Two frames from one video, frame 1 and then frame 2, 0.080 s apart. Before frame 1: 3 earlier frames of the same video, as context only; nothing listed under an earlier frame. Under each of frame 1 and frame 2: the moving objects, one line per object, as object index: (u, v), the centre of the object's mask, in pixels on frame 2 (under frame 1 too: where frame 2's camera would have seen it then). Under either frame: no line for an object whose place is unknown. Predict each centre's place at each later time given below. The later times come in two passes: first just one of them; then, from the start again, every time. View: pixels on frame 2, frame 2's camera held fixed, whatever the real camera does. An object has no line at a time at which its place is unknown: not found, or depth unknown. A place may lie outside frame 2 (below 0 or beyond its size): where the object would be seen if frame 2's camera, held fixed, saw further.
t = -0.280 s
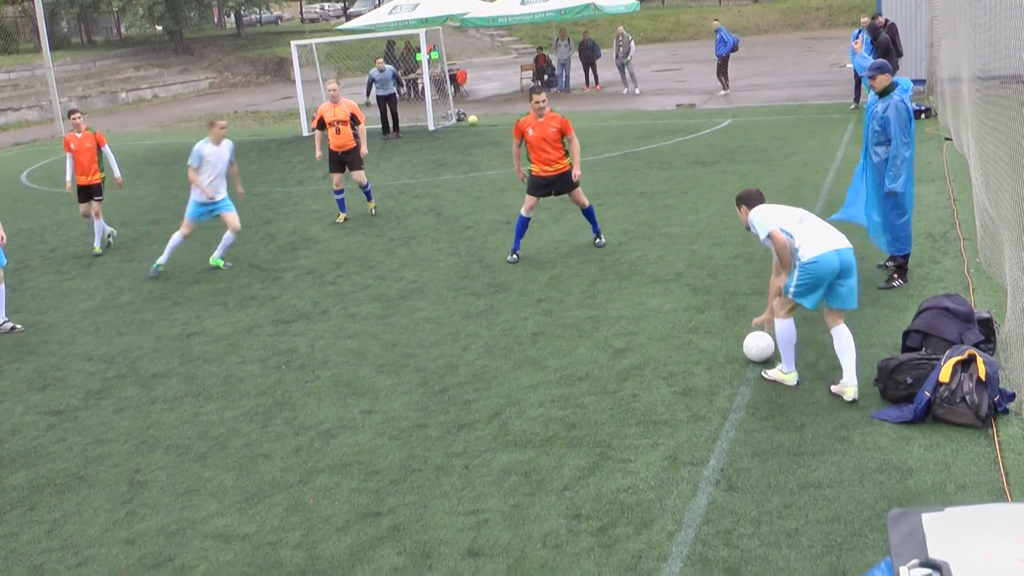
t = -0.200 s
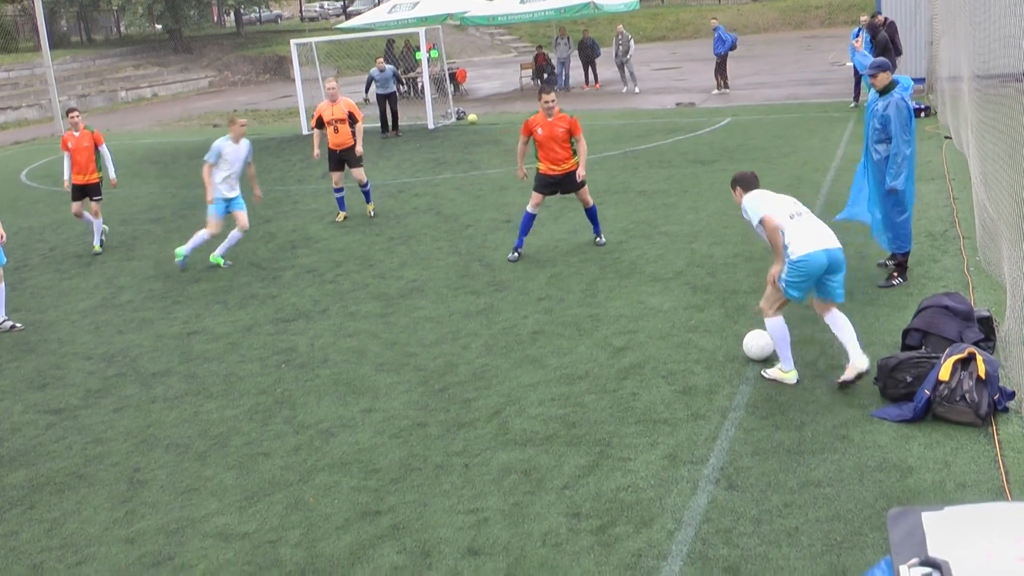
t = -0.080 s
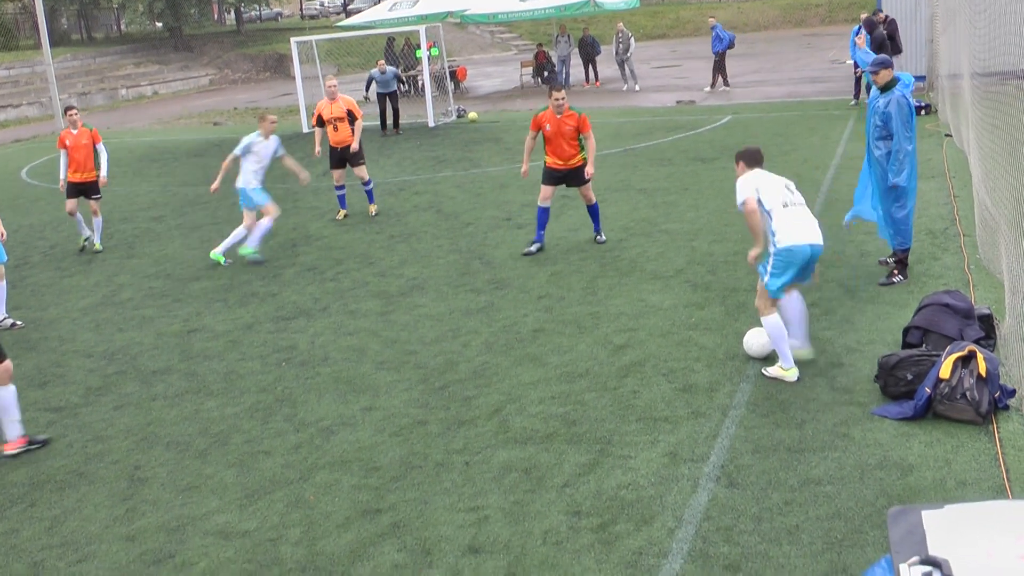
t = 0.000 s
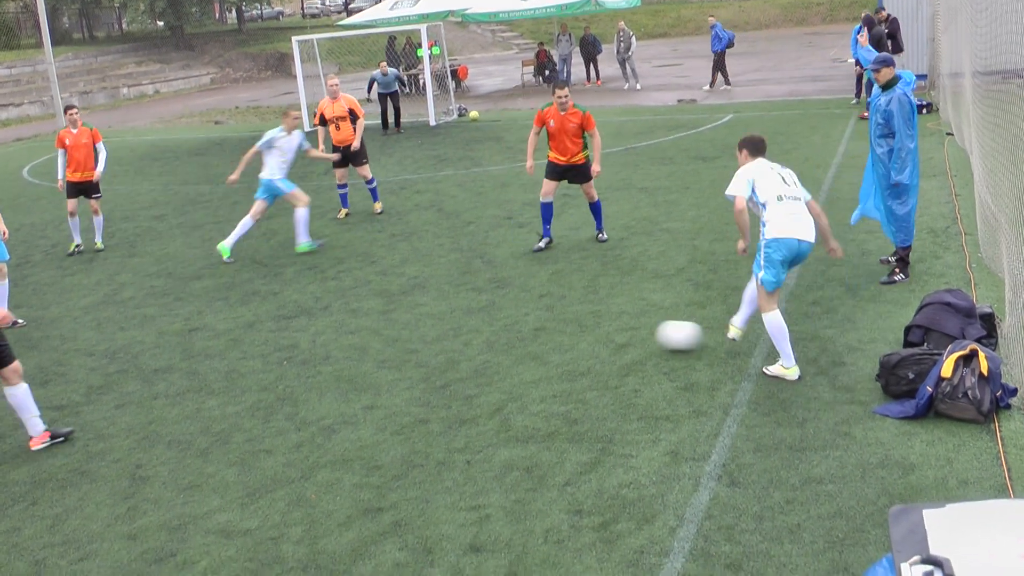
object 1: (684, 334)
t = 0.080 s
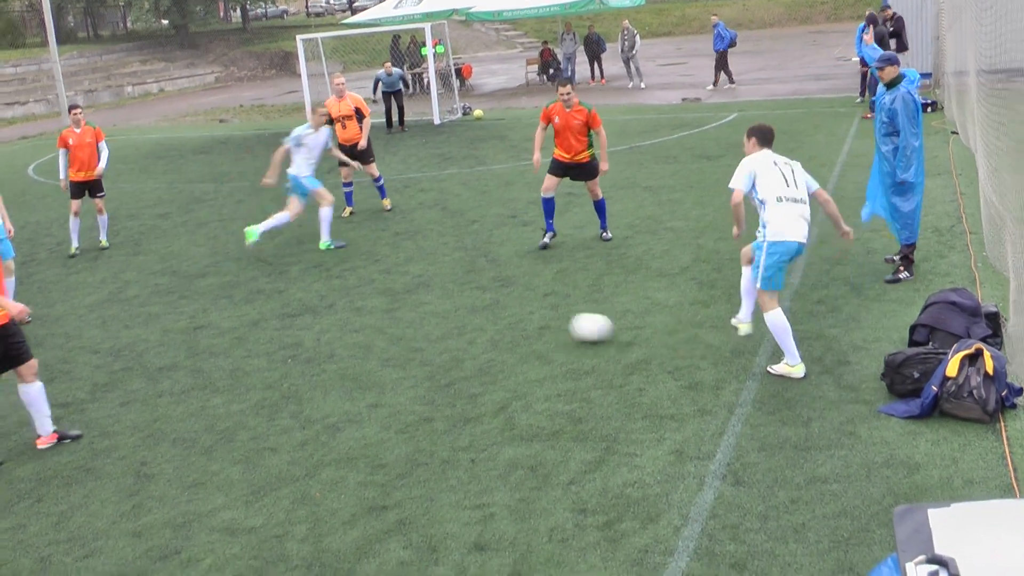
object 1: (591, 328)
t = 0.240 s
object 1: (437, 317)
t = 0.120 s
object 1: (548, 325)
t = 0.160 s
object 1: (508, 322)
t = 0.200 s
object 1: (471, 319)
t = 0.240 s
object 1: (437, 317)
